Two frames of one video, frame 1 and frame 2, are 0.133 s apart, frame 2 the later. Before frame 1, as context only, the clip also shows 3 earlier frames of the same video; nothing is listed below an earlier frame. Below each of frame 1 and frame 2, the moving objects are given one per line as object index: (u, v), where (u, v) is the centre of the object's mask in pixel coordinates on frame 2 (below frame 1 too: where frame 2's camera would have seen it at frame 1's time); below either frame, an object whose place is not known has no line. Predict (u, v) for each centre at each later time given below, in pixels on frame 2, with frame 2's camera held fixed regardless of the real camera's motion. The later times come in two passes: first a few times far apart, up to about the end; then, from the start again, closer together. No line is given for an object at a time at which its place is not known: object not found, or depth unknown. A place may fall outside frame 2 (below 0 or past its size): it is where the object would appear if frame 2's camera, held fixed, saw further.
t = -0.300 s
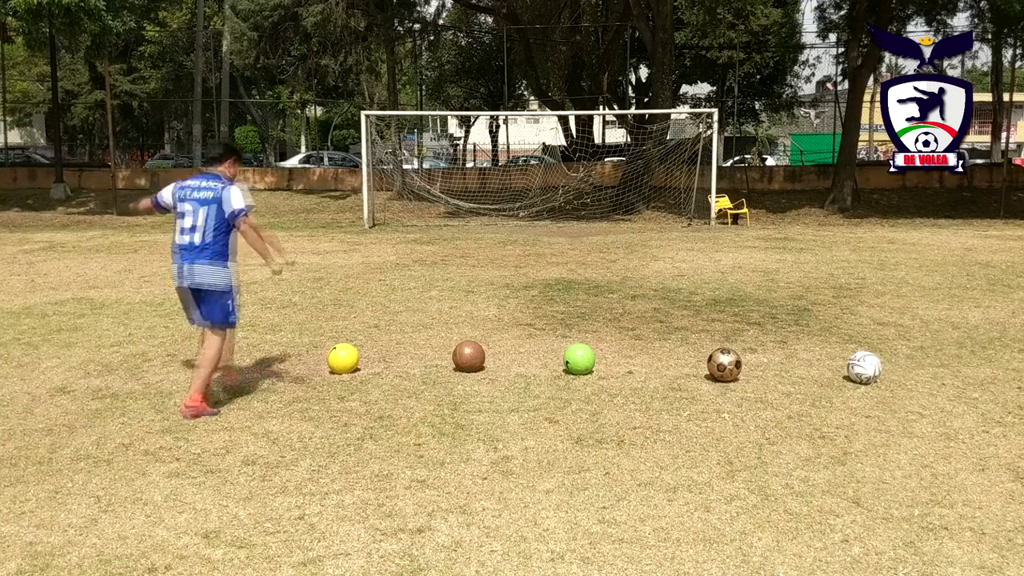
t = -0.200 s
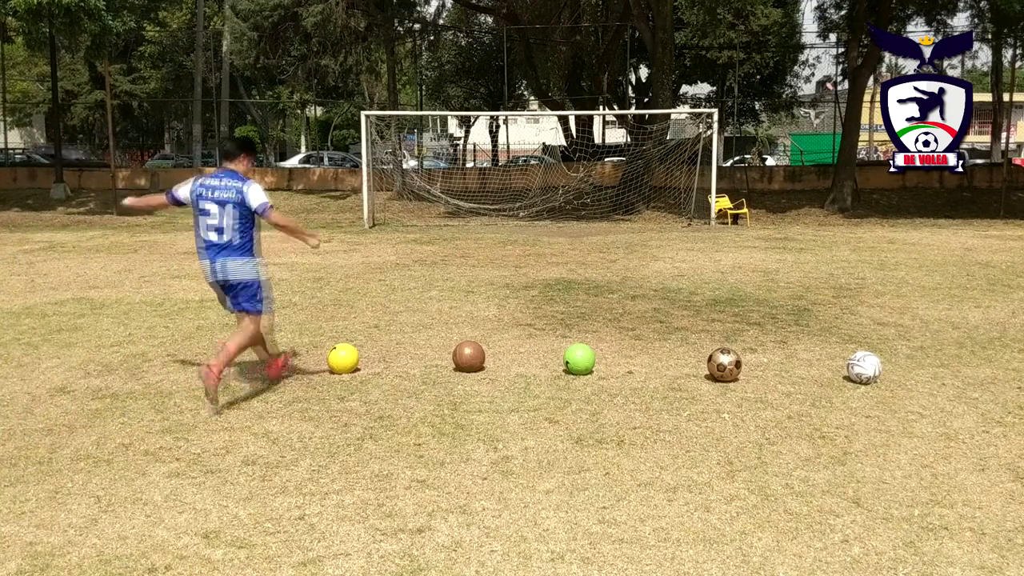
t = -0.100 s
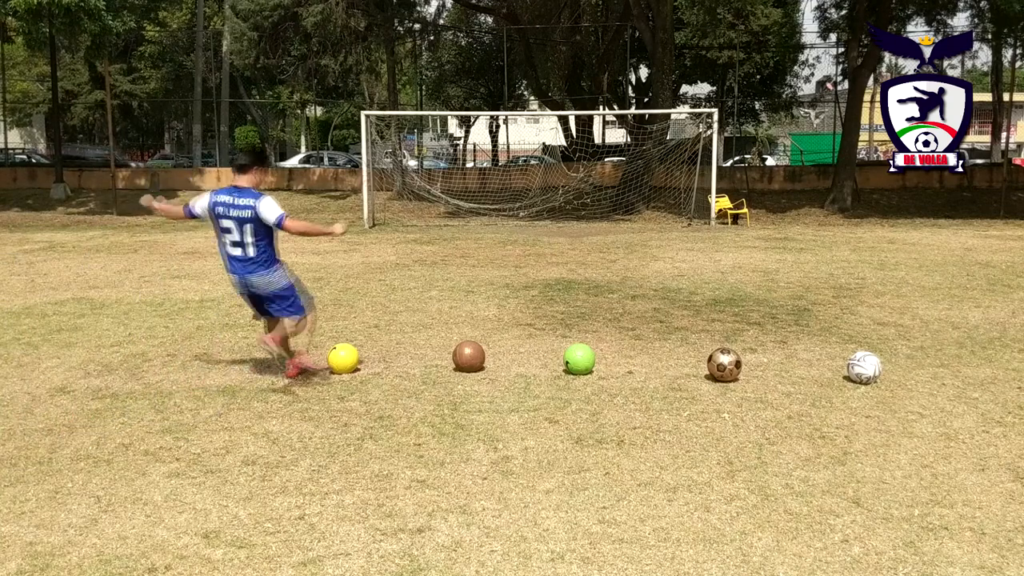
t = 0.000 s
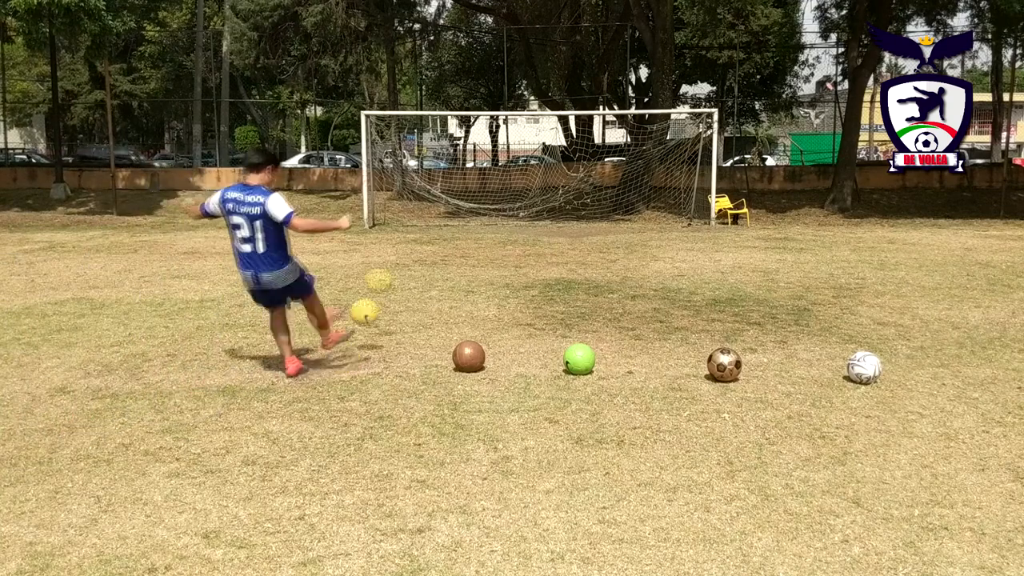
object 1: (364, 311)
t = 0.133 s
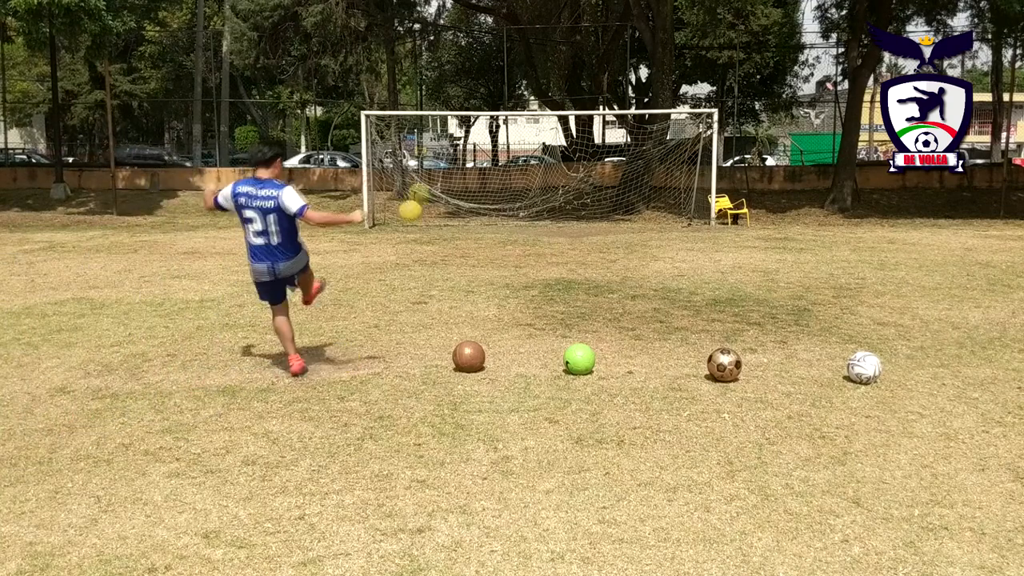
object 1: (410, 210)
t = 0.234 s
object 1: (432, 165)
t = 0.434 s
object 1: (460, 123)
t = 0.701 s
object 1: (478, 122)
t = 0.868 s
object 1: (484, 138)
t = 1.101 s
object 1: (490, 174)
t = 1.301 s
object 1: (498, 184)
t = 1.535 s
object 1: (495, 200)
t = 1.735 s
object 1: (488, 214)
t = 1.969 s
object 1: (491, 220)
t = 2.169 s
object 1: (492, 220)
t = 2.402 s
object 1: (493, 221)
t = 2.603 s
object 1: (494, 222)
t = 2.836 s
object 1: (493, 222)
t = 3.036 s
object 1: (492, 221)
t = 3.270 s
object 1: (492, 221)
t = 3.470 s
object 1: (493, 221)
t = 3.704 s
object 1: (493, 222)
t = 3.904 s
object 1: (492, 221)
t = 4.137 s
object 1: (493, 221)
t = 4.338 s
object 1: (493, 221)
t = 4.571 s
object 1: (493, 221)
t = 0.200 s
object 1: (426, 179)
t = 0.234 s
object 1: (432, 165)
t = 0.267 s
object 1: (438, 155)
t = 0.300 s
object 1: (443, 146)
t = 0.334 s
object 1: (449, 138)
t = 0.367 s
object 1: (453, 131)
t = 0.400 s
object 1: (458, 125)
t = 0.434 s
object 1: (460, 123)
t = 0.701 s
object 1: (478, 122)
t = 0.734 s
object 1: (480, 124)
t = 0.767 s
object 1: (481, 126)
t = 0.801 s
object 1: (481, 129)
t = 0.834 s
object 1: (482, 134)
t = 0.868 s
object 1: (484, 138)
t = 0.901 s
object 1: (485, 143)
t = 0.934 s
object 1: (486, 147)
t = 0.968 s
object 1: (487, 151)
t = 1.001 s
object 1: (487, 158)
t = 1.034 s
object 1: (489, 164)
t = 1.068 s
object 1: (490, 171)
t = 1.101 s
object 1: (490, 174)
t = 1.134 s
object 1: (492, 177)
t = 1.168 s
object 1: (493, 178)
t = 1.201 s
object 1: (495, 179)
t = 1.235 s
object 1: (497, 181)
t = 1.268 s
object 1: (497, 182)
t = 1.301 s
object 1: (498, 184)
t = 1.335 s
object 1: (498, 186)
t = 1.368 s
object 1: (498, 188)
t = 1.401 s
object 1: (498, 191)
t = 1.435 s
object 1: (498, 194)
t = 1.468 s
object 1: (498, 196)
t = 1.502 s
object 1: (496, 198)
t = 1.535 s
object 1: (495, 200)
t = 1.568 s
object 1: (493, 203)
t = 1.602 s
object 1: (492, 206)
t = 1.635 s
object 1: (491, 208)
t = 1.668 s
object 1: (490, 211)
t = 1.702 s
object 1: (489, 213)
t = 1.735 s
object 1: (488, 214)
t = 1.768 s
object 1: (489, 217)
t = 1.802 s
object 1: (489, 219)
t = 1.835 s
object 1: (490, 221)
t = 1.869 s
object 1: (490, 221)
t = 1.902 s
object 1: (490, 221)
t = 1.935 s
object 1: (491, 220)
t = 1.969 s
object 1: (491, 220)
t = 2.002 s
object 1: (491, 220)
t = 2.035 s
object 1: (491, 221)
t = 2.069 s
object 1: (491, 221)
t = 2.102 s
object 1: (491, 221)
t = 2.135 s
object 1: (492, 221)
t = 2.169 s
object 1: (492, 220)
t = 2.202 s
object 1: (492, 220)
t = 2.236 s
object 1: (492, 220)
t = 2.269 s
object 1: (492, 220)
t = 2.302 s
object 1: (492, 220)
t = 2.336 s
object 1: (492, 220)
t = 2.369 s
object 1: (493, 221)
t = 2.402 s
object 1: (493, 221)
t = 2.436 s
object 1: (493, 221)
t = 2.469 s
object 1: (493, 221)
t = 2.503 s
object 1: (493, 221)
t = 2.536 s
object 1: (494, 221)
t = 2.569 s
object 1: (494, 221)
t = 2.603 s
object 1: (494, 222)
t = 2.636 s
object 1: (494, 222)
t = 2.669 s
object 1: (494, 222)
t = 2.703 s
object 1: (493, 222)
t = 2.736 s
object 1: (493, 222)
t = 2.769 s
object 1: (493, 222)
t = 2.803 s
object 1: (493, 222)
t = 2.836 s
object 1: (493, 222)
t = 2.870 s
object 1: (493, 222)
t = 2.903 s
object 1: (492, 222)
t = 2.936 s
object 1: (492, 221)
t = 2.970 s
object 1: (492, 222)
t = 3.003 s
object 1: (492, 221)
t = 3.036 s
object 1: (492, 221)
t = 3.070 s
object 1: (492, 221)
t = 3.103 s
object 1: (492, 221)
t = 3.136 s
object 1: (492, 221)
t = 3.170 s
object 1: (492, 221)
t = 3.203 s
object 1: (492, 221)
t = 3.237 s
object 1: (492, 221)
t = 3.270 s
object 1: (492, 221)
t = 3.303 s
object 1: (492, 221)
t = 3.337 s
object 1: (492, 221)
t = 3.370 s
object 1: (492, 221)
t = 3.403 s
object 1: (492, 221)
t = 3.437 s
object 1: (493, 221)
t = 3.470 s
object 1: (493, 221)
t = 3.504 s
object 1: (493, 221)
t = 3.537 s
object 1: (493, 221)
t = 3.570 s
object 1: (493, 221)
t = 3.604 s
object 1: (493, 221)
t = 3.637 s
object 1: (493, 221)
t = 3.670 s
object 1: (493, 221)
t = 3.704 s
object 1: (493, 222)
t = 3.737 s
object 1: (493, 221)
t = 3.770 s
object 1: (493, 221)
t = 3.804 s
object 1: (492, 221)
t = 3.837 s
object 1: (492, 221)
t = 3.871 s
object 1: (492, 221)
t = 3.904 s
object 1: (492, 221)
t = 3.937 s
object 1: (492, 221)
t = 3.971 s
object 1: (492, 221)
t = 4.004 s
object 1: (492, 221)
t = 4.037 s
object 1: (492, 221)
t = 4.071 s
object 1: (492, 221)
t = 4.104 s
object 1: (493, 221)
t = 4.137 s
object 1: (493, 221)
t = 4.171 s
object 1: (493, 221)
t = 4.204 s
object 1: (493, 221)
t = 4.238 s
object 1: (493, 221)
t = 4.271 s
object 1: (493, 221)
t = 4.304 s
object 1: (493, 221)
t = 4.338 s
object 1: (493, 221)
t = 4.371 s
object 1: (493, 221)
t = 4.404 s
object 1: (493, 221)
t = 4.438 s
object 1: (493, 221)
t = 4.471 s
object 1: (493, 221)
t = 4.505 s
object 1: (493, 221)
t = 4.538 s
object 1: (493, 221)
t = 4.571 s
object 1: (493, 221)
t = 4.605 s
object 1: (493, 221)
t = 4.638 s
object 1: (493, 221)
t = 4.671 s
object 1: (493, 221)
